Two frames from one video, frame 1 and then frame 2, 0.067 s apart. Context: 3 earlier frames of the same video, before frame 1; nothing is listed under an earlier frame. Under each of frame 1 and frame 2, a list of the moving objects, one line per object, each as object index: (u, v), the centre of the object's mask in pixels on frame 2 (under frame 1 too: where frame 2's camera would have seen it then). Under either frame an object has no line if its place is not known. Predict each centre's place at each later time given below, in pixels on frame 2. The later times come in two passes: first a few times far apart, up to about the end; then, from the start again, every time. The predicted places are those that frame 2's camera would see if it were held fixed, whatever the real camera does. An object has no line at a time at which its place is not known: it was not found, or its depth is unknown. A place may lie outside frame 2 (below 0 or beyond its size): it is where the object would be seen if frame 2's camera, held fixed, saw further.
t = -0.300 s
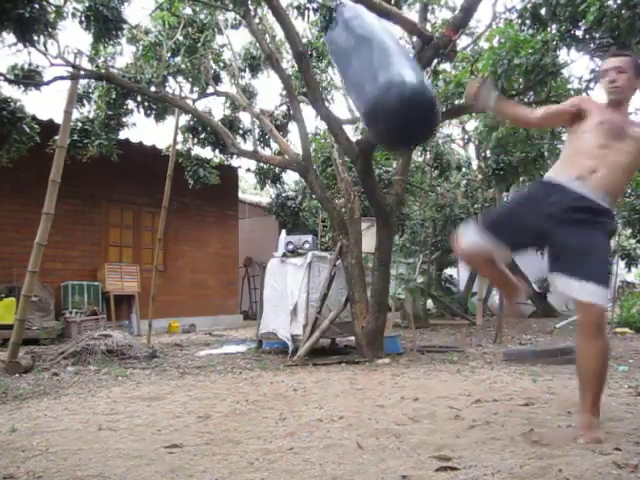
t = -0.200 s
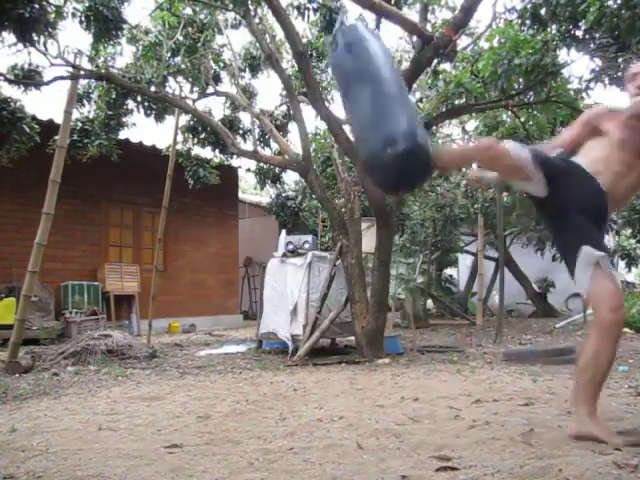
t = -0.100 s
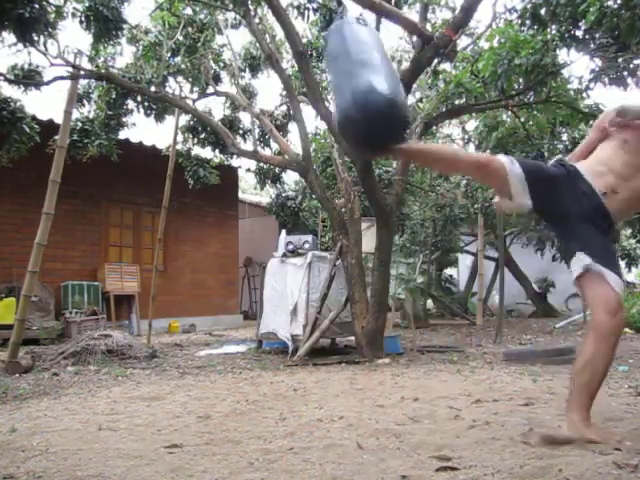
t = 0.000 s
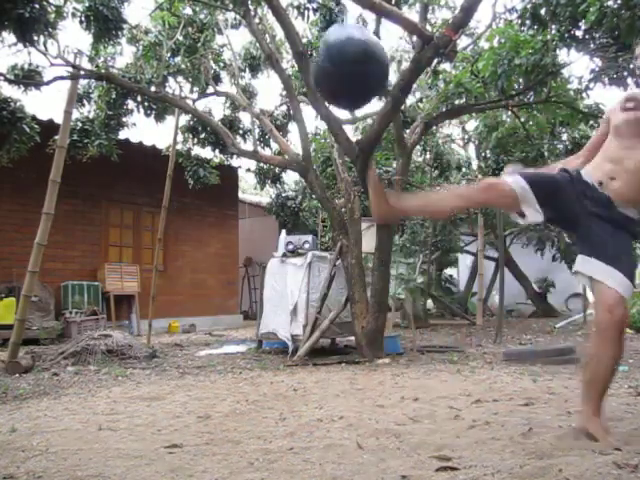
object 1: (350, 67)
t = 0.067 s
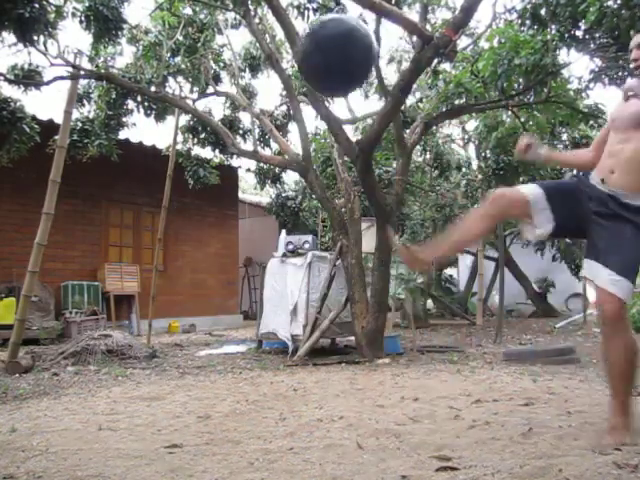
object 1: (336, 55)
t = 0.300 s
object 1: (301, 68)
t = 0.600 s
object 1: (300, 136)
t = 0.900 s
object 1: (331, 145)
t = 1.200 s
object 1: (360, 130)
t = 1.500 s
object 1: (377, 142)
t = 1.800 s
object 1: (360, 139)
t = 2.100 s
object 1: (298, 93)
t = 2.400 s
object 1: (264, 93)
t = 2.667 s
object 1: (290, 140)
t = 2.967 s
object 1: (347, 149)
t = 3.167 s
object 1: (376, 137)
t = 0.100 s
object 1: (328, 52)
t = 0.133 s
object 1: (323, 50)
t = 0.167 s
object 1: (318, 51)
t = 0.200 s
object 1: (313, 54)
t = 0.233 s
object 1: (309, 57)
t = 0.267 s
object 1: (304, 62)
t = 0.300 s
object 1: (301, 68)
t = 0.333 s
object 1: (299, 73)
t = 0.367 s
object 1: (297, 80)
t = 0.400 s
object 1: (295, 90)
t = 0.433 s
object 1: (294, 98)
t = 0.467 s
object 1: (294, 108)
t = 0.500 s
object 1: (295, 116)
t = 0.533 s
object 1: (296, 124)
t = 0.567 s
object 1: (298, 130)
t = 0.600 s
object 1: (300, 136)
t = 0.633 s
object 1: (302, 142)
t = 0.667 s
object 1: (305, 145)
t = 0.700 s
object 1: (308, 148)
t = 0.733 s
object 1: (312, 149)
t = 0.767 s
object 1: (316, 149)
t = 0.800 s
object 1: (320, 149)
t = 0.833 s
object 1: (323, 148)
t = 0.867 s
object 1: (327, 147)
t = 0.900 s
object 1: (331, 145)
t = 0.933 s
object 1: (335, 143)
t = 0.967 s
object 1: (338, 141)
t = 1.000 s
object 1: (342, 139)
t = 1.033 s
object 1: (345, 137)
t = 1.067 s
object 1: (348, 135)
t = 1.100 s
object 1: (352, 134)
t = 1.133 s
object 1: (354, 131)
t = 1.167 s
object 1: (357, 130)
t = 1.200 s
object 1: (360, 130)
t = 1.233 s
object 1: (363, 130)
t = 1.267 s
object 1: (365, 129)
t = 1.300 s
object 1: (367, 131)
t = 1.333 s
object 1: (369, 132)
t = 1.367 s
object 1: (372, 134)
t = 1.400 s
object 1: (374, 135)
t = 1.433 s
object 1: (375, 137)
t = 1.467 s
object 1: (377, 140)
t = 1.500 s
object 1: (377, 142)
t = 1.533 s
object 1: (378, 142)
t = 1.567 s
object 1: (378, 143)
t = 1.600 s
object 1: (377, 145)
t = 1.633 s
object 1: (376, 145)
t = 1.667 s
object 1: (375, 146)
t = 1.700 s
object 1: (372, 146)
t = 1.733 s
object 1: (369, 145)
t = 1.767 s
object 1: (365, 142)
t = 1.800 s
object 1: (360, 139)
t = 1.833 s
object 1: (355, 137)
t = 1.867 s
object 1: (349, 132)
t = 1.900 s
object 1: (342, 127)
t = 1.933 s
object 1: (335, 121)
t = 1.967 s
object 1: (328, 115)
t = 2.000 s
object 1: (320, 108)
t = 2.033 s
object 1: (313, 103)
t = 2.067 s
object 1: (305, 97)
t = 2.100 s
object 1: (298, 93)
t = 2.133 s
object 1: (291, 87)
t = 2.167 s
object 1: (284, 84)
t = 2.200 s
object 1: (280, 81)
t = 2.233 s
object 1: (274, 81)
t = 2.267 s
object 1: (271, 81)
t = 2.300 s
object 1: (268, 82)
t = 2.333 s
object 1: (266, 84)
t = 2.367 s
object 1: (264, 88)
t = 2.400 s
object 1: (264, 93)
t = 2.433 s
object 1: (265, 97)
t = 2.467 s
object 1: (266, 103)
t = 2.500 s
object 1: (268, 110)
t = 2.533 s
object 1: (271, 116)
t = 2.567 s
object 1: (274, 123)
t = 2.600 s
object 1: (279, 129)
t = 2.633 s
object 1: (284, 135)
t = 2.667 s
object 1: (290, 140)
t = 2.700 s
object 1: (297, 142)
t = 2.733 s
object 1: (303, 146)
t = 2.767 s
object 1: (309, 148)
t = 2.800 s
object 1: (316, 150)
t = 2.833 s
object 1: (322, 149)
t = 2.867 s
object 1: (329, 150)
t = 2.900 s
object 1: (336, 151)
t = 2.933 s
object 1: (342, 150)
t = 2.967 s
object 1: (347, 149)
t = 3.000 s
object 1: (353, 147)
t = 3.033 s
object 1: (358, 145)
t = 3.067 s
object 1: (364, 143)
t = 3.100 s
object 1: (369, 141)
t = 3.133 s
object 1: (373, 139)
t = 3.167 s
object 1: (376, 137)
